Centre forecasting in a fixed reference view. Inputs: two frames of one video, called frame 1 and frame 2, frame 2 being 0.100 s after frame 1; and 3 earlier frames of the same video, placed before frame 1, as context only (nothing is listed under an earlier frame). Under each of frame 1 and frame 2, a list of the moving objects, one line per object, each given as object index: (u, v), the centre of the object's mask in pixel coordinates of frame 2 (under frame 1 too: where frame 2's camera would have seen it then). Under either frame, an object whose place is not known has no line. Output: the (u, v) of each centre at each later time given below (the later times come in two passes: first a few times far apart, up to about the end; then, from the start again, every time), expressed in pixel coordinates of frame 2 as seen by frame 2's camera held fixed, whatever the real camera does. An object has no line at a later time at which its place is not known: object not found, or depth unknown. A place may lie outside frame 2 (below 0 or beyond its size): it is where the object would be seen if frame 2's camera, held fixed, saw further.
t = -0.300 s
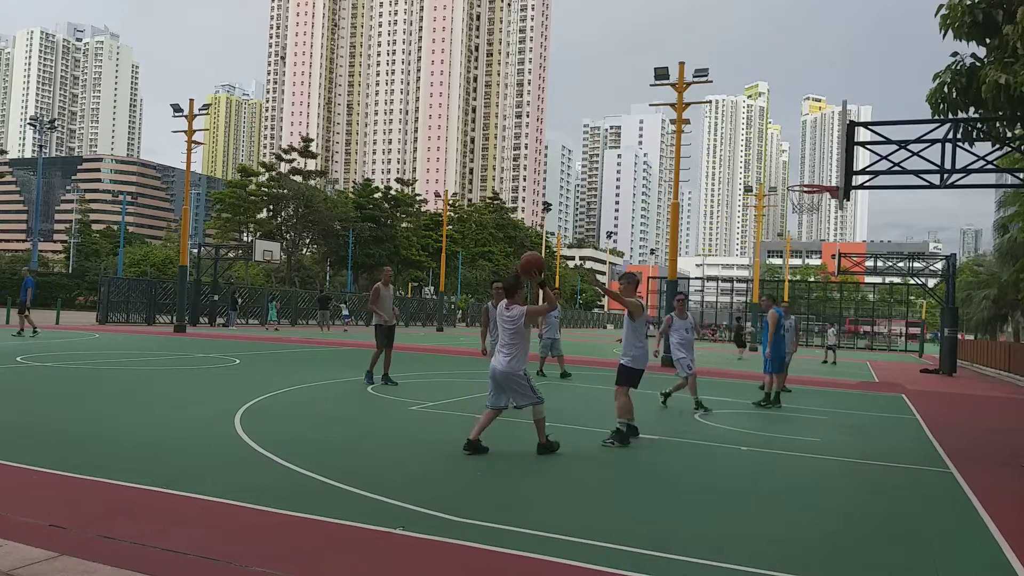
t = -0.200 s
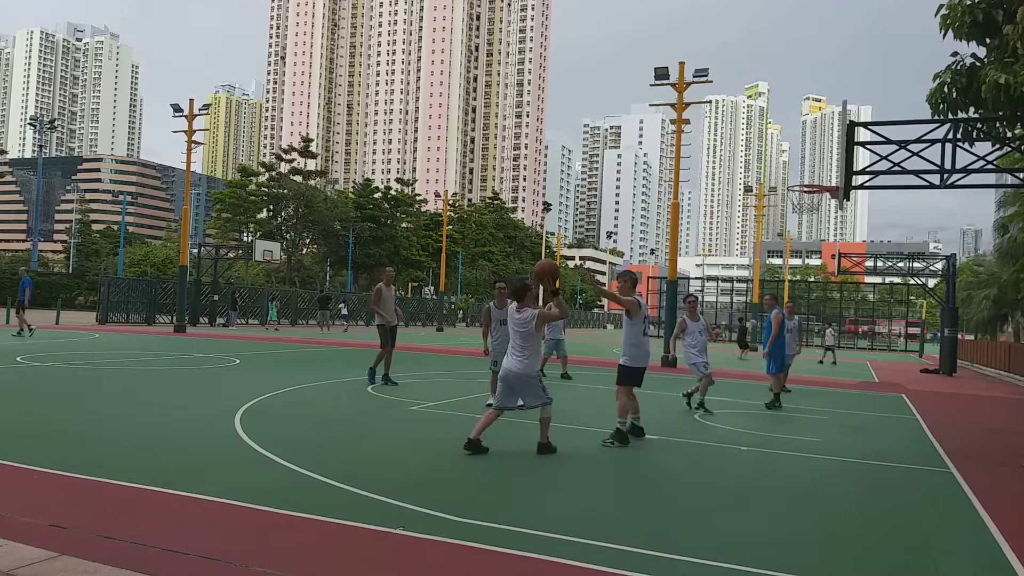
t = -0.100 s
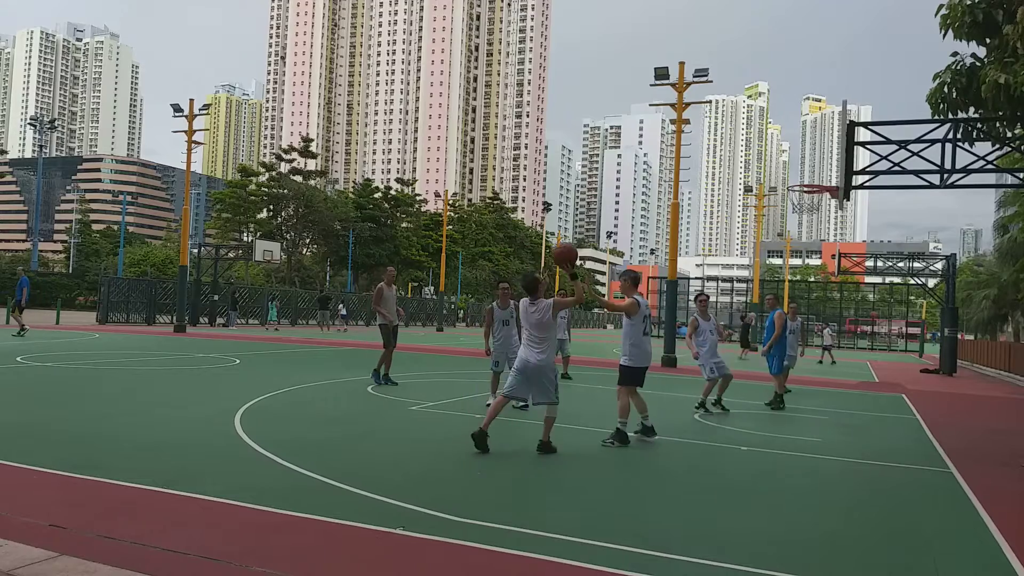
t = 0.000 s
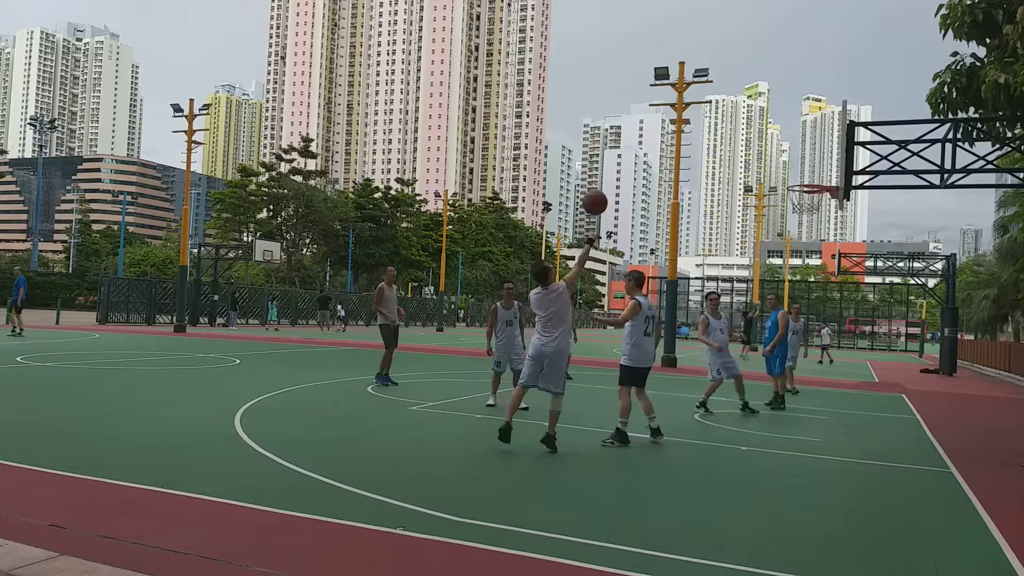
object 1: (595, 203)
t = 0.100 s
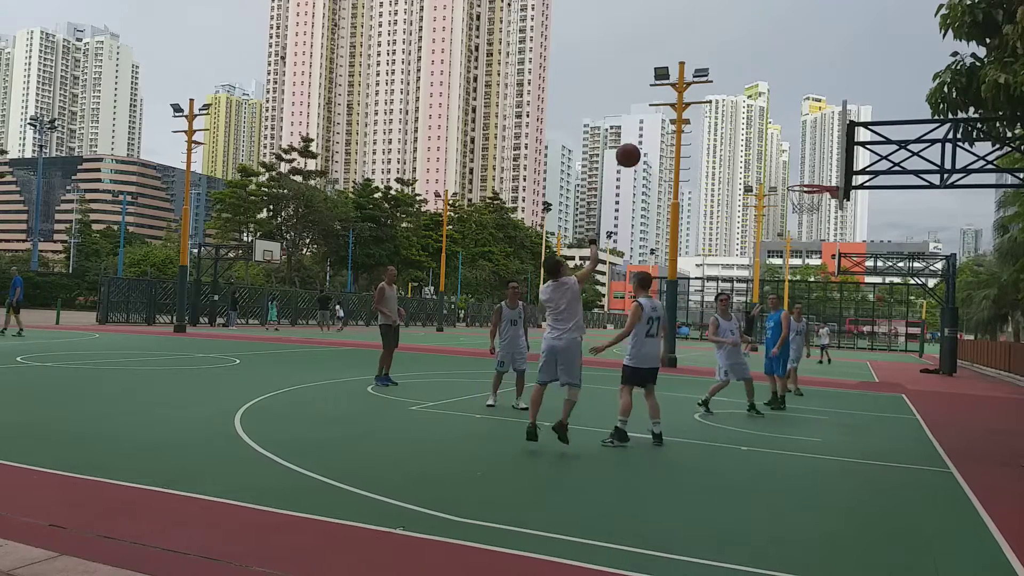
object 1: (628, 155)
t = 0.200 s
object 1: (658, 121)
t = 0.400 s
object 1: (712, 87)
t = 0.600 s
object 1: (756, 89)
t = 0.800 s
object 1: (792, 124)
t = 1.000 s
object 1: (823, 178)
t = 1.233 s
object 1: (827, 135)
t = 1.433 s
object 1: (829, 129)
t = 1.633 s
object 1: (830, 152)
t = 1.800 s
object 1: (827, 194)
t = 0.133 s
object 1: (638, 142)
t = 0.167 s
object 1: (649, 131)
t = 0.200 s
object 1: (658, 121)
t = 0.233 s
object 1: (668, 112)
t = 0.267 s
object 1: (677, 105)
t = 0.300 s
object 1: (686, 98)
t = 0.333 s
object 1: (695, 93)
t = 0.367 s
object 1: (703, 89)
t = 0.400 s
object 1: (712, 87)
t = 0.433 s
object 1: (719, 84)
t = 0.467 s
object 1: (727, 84)
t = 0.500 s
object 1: (735, 84)
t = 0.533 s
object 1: (742, 85)
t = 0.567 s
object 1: (749, 87)
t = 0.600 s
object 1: (756, 89)
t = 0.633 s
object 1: (762, 93)
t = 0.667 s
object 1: (768, 98)
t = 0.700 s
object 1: (775, 103)
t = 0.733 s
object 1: (781, 109)
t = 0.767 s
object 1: (787, 116)
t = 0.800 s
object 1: (792, 124)
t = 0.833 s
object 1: (798, 133)
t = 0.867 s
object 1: (804, 142)
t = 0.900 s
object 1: (809, 151)
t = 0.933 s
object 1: (814, 162)
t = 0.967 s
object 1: (819, 173)
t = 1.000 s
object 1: (823, 178)
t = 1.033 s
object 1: (823, 171)
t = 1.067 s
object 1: (824, 162)
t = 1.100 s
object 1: (825, 155)
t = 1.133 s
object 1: (825, 149)
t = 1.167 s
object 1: (826, 143)
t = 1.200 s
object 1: (826, 139)
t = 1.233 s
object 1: (827, 135)
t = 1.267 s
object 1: (827, 132)
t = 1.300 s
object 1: (827, 130)
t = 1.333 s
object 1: (827, 129)
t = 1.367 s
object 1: (828, 128)
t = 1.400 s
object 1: (828, 128)
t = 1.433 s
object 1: (829, 129)
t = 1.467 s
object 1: (829, 131)
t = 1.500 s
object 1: (829, 134)
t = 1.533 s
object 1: (829, 137)
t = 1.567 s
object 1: (829, 141)
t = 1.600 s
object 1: (830, 146)
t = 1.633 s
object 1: (830, 152)
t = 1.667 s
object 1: (829, 158)
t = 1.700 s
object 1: (829, 164)
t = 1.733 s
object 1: (829, 173)
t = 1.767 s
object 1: (829, 180)
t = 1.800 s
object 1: (827, 194)
